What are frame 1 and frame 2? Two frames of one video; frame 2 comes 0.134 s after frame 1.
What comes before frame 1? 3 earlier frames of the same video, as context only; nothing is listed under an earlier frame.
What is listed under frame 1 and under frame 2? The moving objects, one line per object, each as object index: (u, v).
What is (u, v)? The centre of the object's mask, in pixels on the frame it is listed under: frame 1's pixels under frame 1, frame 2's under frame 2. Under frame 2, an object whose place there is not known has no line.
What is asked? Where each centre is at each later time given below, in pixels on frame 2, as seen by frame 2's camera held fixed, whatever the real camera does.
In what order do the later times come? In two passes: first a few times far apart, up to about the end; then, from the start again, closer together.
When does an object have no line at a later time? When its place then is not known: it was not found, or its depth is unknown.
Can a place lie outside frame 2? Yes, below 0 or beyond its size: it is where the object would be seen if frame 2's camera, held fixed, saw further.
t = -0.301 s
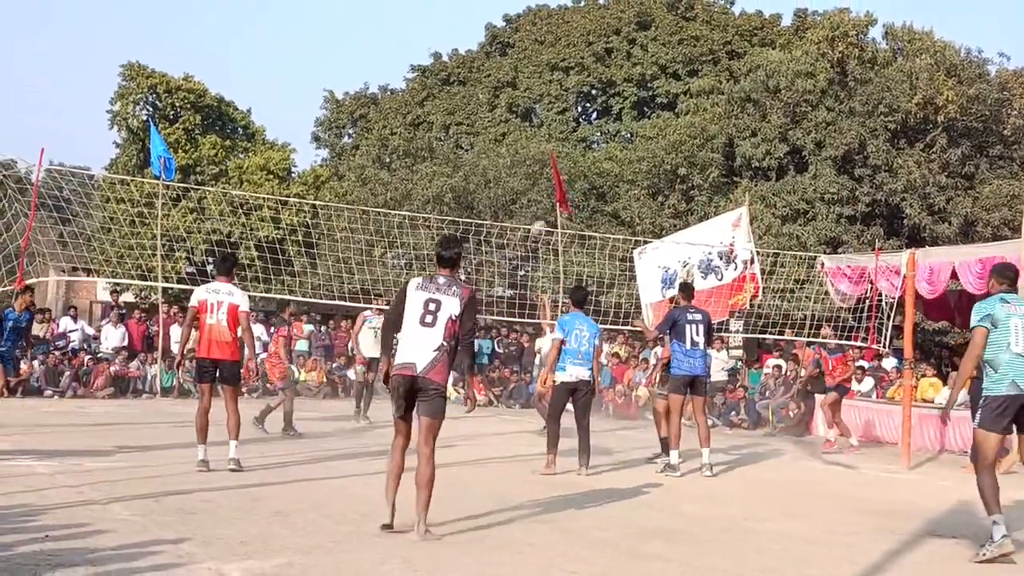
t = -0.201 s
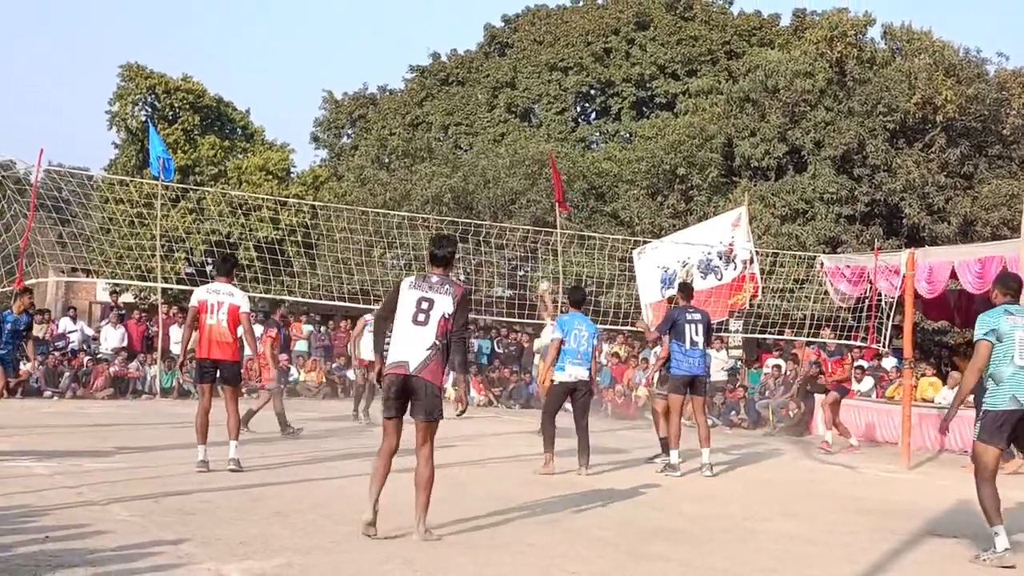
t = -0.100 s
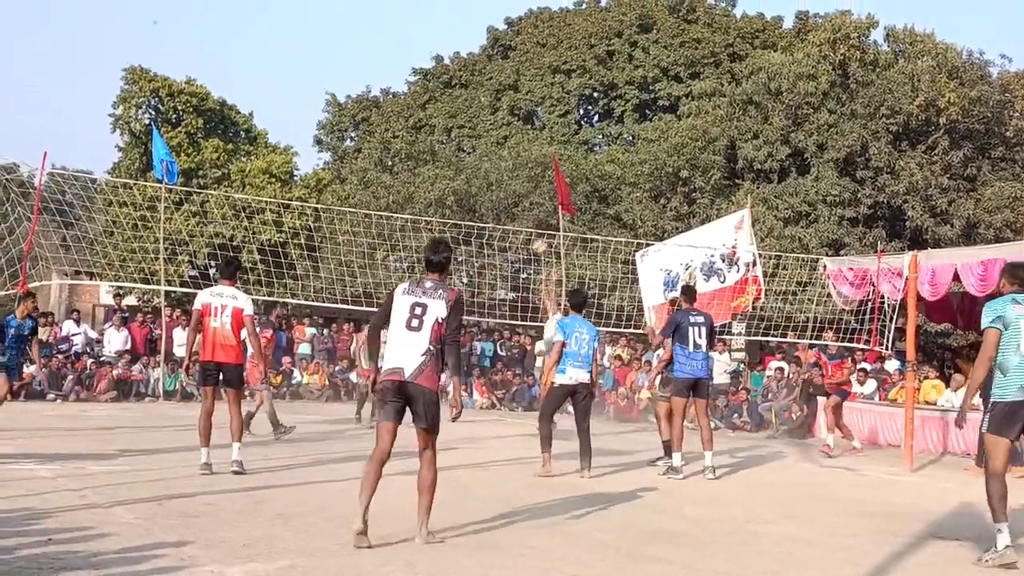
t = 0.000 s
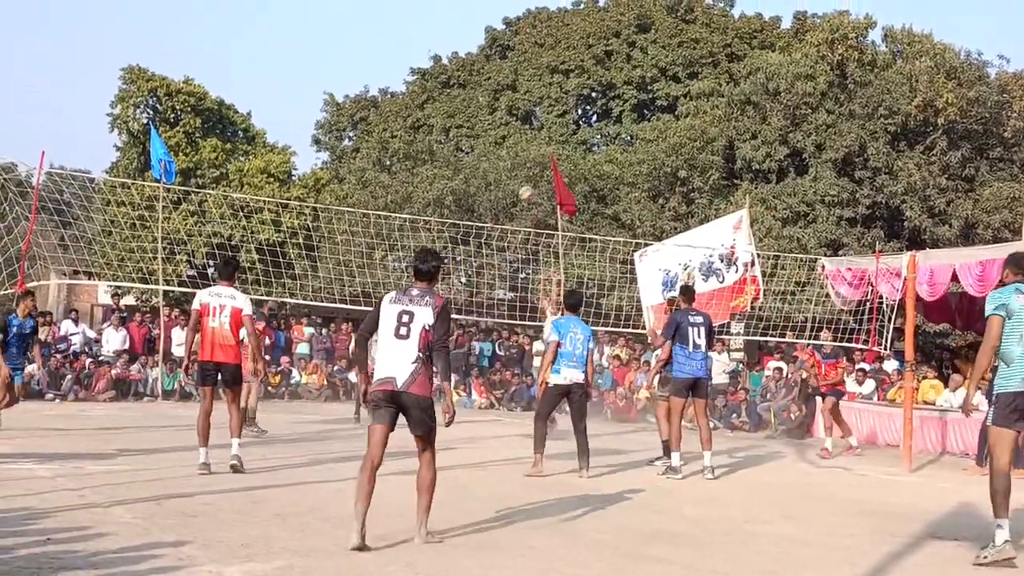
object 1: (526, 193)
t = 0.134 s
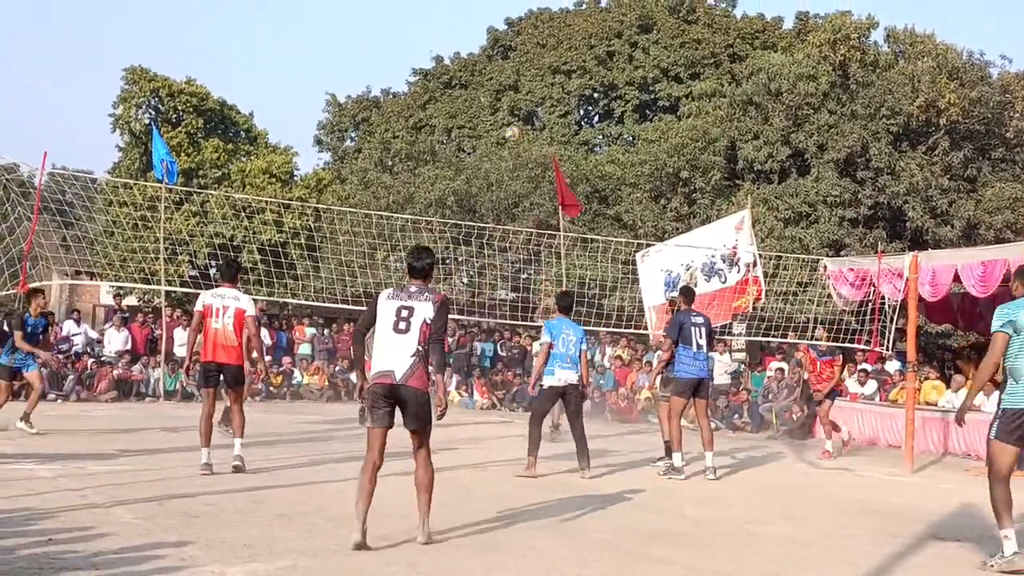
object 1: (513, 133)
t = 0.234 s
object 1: (500, 95)
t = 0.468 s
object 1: (469, 39)
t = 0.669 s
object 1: (442, 24)
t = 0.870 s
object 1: (414, 41)
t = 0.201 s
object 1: (504, 108)
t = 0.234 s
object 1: (500, 95)
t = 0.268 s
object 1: (495, 84)
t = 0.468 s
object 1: (469, 39)
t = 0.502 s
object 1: (465, 34)
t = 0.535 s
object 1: (460, 31)
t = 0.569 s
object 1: (455, 27)
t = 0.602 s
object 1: (450, 25)
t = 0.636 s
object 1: (446, 23)
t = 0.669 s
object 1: (442, 24)
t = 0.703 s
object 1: (437, 24)
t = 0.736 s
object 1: (433, 26)
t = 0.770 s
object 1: (428, 28)
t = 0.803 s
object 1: (423, 31)
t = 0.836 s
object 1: (418, 35)
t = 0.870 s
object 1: (414, 41)
